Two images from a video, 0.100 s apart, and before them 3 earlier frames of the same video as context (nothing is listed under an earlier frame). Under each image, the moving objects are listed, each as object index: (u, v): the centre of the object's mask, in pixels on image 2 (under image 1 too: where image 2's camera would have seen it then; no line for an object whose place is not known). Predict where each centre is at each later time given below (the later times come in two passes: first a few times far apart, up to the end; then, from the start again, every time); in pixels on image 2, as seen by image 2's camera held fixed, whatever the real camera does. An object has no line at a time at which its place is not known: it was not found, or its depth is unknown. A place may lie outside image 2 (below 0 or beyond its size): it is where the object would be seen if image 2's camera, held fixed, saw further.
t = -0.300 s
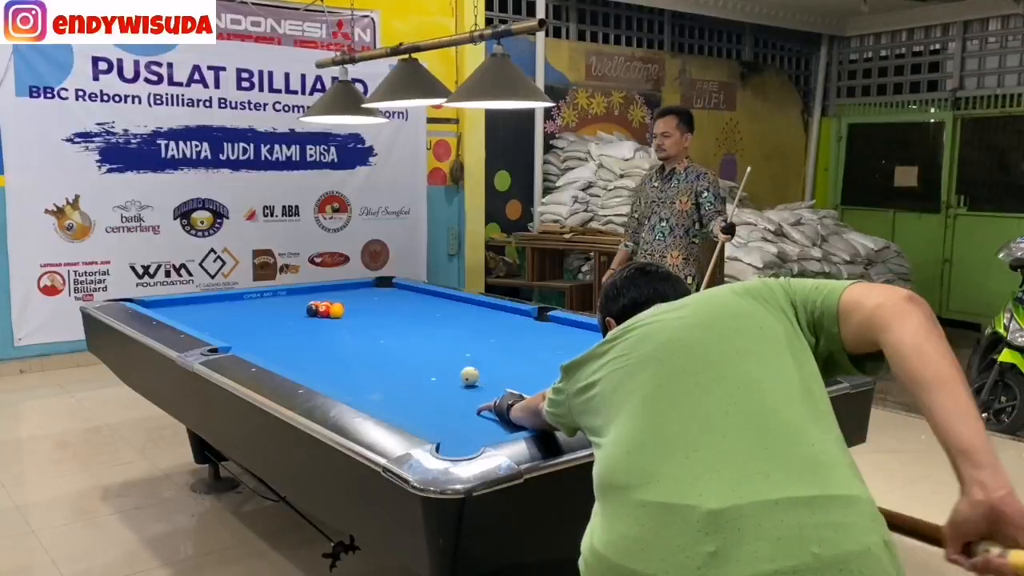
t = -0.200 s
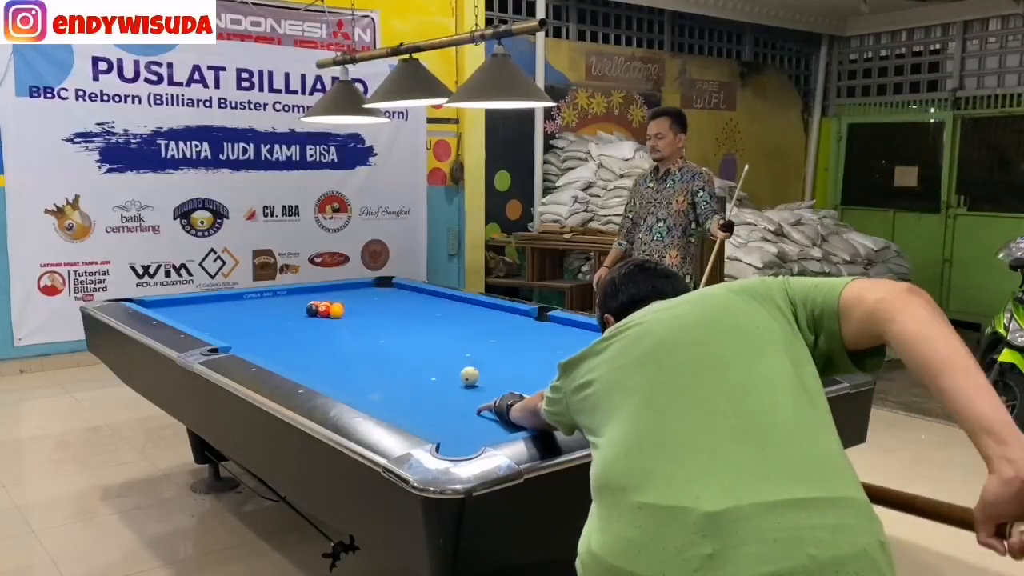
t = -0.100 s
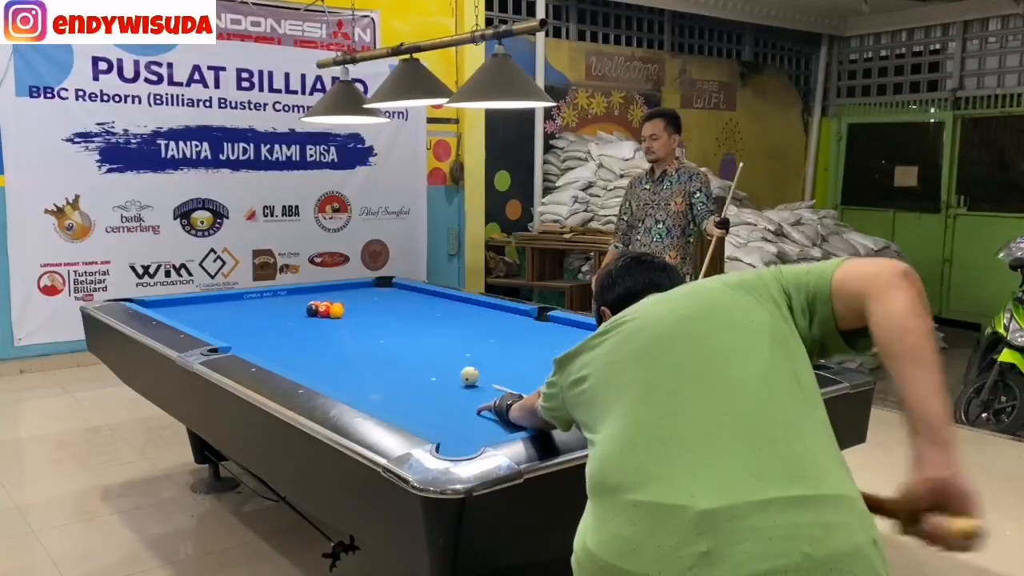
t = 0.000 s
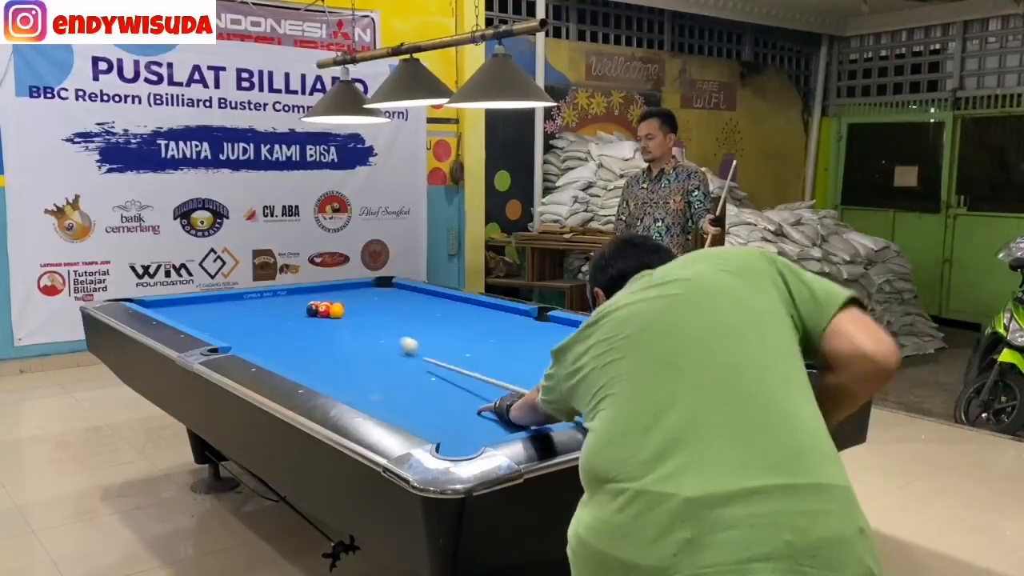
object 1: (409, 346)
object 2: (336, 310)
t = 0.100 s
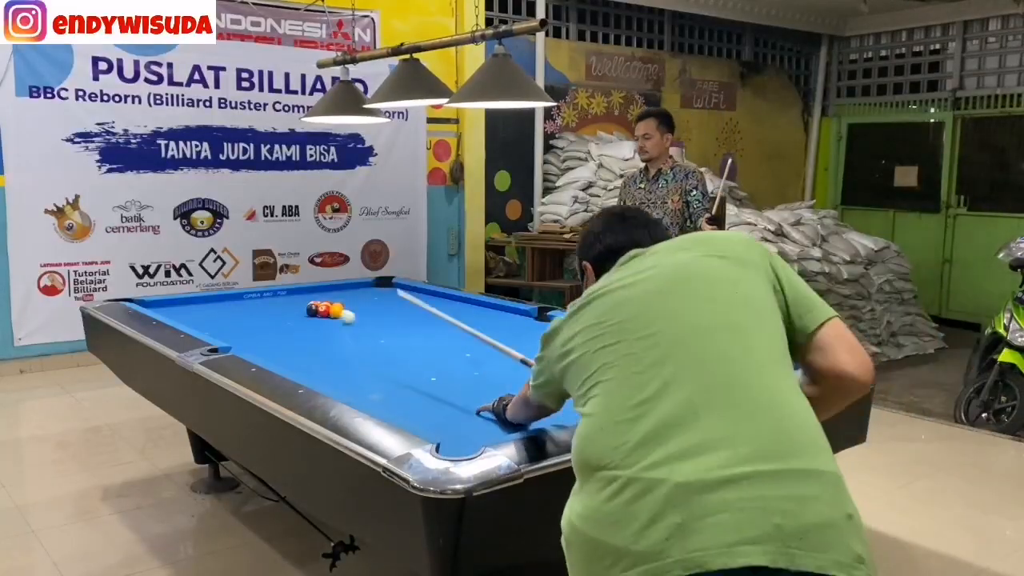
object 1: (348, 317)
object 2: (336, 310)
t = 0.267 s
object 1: (341, 317)
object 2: (361, 311)
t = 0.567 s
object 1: (339, 320)
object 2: (409, 308)
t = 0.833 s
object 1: (337, 323)
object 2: (444, 308)
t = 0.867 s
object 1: (337, 323)
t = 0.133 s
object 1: (339, 313)
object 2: (339, 306)
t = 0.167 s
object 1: (340, 314)
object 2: (348, 308)
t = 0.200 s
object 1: (341, 315)
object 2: (351, 310)
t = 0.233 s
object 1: (341, 317)
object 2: (356, 311)
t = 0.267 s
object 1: (341, 317)
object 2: (361, 311)
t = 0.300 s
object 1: (341, 317)
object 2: (367, 310)
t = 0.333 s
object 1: (341, 318)
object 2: (372, 310)
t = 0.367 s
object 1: (341, 318)
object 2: (377, 310)
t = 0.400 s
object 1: (340, 318)
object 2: (383, 310)
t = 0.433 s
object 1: (340, 319)
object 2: (388, 310)
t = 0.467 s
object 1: (340, 320)
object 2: (393, 311)
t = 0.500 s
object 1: (340, 319)
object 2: (397, 313)
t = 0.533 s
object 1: (339, 320)
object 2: (404, 307)
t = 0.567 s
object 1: (339, 320)
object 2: (409, 308)
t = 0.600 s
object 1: (339, 320)
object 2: (414, 309)
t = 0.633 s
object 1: (338, 321)
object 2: (418, 310)
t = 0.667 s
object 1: (338, 321)
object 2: (424, 309)
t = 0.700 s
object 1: (338, 321)
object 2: (428, 309)
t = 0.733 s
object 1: (338, 322)
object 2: (433, 309)
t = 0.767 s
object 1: (337, 322)
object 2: (438, 309)
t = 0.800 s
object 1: (337, 322)
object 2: (442, 309)
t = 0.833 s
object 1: (337, 323)
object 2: (444, 308)
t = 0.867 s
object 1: (337, 323)
